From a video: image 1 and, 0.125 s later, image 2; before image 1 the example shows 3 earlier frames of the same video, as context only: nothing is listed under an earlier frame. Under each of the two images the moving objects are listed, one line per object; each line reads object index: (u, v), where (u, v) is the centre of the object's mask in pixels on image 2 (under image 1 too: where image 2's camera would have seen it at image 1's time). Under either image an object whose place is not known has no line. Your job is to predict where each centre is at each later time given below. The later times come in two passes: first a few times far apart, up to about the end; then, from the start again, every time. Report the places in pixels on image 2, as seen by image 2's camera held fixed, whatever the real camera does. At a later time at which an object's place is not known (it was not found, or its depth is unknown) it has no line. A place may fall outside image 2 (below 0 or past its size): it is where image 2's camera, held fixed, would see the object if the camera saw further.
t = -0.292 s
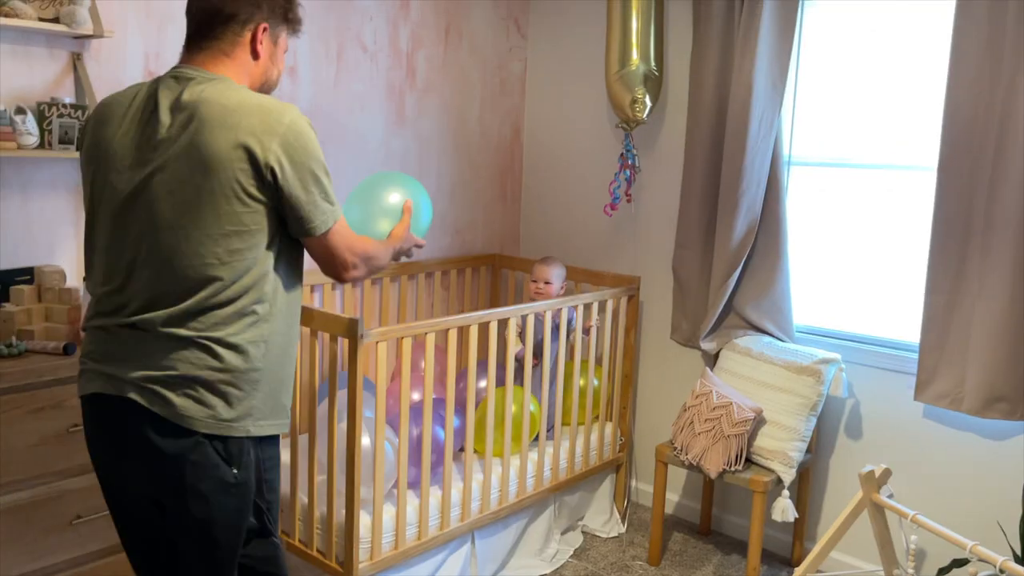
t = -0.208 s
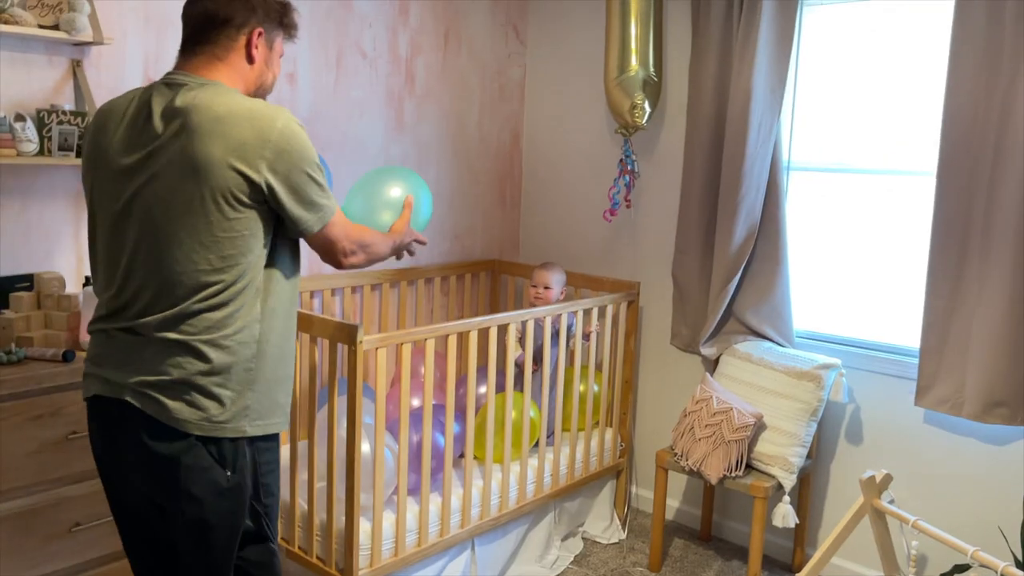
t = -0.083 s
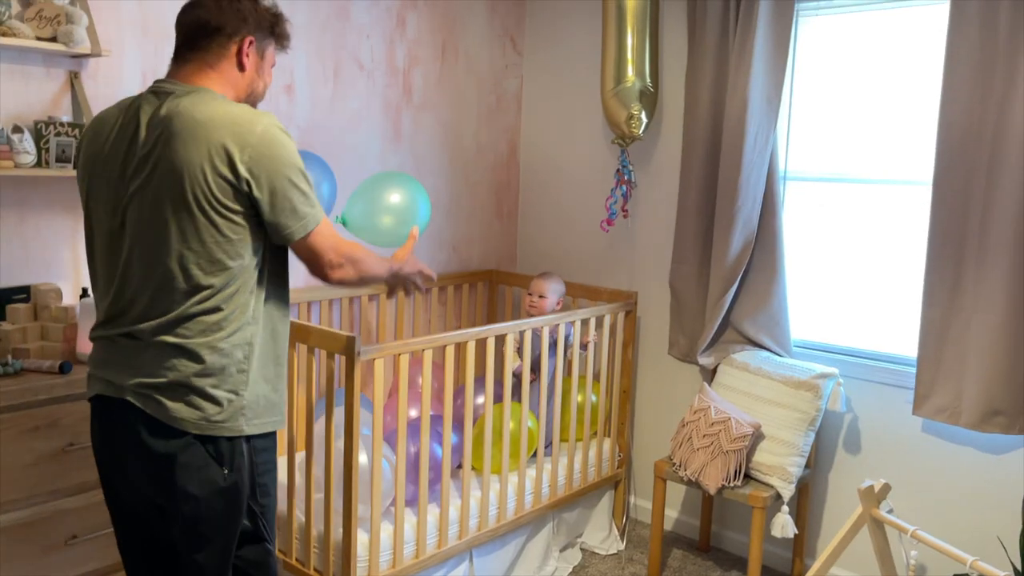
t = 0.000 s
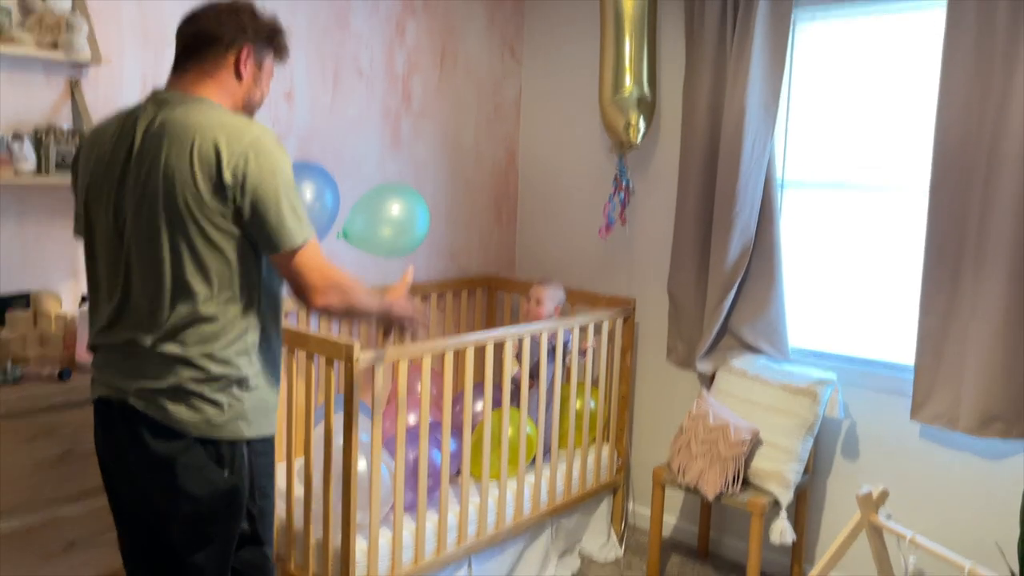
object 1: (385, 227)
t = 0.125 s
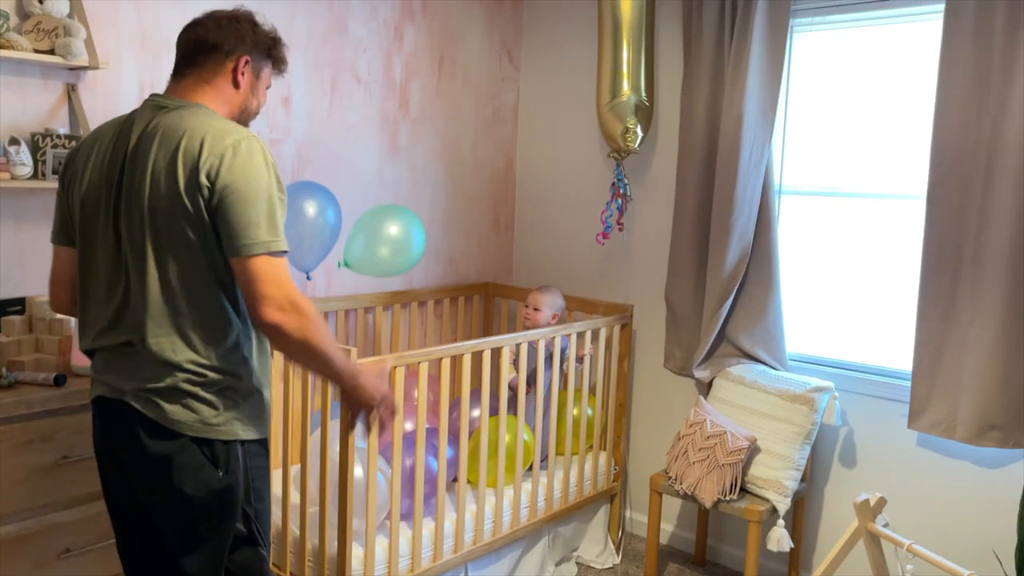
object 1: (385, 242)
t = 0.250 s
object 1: (384, 270)
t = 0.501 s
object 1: (381, 335)
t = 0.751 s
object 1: (386, 411)
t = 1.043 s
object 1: (412, 403)
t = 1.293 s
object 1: (431, 404)
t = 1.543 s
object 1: (454, 417)
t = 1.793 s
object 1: (471, 428)
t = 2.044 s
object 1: (472, 429)
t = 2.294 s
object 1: (472, 429)
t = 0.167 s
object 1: (385, 251)
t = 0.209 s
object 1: (384, 258)
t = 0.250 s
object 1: (384, 270)
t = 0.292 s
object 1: (383, 278)
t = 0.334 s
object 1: (382, 293)
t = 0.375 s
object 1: (382, 303)
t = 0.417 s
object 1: (381, 318)
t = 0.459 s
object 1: (382, 326)
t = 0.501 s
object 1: (381, 335)
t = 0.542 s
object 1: (379, 354)
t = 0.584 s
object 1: (380, 391)
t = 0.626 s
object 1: (380, 397)
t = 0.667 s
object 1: (380, 404)
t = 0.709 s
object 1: (384, 408)
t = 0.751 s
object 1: (386, 411)
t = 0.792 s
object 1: (390, 408)
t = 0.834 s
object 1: (393, 406)
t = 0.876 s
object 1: (403, 406)
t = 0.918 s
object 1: (405, 406)
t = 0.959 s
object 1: (407, 405)
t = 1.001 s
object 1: (410, 403)
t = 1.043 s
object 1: (412, 403)
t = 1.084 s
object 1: (415, 403)
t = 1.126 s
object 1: (416, 403)
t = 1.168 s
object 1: (416, 402)
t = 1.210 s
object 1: (428, 403)
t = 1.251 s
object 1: (430, 403)
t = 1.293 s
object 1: (431, 404)
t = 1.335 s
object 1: (433, 405)
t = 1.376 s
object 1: (434, 406)
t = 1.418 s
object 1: (438, 408)
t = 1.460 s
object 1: (451, 411)
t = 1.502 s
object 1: (453, 415)
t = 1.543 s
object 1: (454, 417)
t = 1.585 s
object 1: (458, 423)
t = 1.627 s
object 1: (469, 427)
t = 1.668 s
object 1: (470, 428)
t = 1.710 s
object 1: (470, 427)
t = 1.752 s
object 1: (471, 427)
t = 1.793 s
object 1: (471, 428)
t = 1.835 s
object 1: (472, 429)
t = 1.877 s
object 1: (472, 429)
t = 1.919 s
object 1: (472, 429)
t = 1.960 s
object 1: (472, 429)
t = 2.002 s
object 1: (472, 429)
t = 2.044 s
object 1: (472, 429)
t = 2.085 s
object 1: (472, 429)
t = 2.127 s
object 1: (472, 429)
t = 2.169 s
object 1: (472, 429)
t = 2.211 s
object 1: (472, 429)
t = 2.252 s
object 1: (472, 429)
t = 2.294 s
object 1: (472, 429)
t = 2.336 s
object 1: (472, 429)
